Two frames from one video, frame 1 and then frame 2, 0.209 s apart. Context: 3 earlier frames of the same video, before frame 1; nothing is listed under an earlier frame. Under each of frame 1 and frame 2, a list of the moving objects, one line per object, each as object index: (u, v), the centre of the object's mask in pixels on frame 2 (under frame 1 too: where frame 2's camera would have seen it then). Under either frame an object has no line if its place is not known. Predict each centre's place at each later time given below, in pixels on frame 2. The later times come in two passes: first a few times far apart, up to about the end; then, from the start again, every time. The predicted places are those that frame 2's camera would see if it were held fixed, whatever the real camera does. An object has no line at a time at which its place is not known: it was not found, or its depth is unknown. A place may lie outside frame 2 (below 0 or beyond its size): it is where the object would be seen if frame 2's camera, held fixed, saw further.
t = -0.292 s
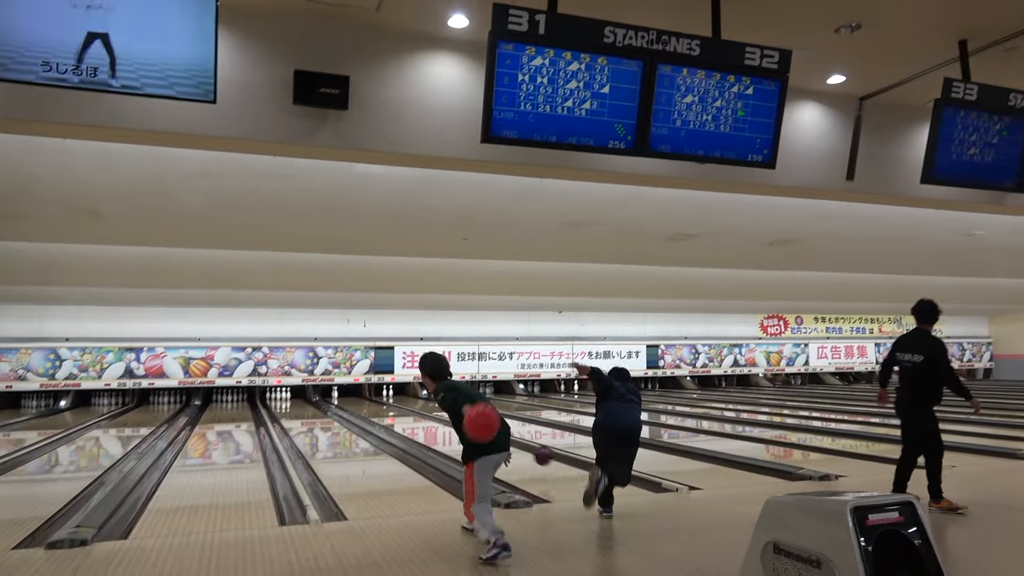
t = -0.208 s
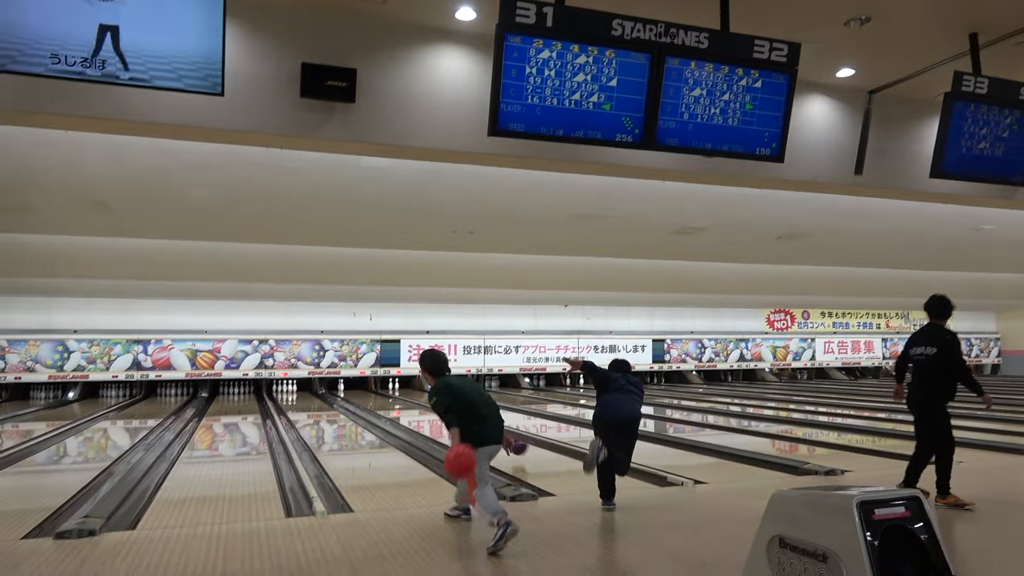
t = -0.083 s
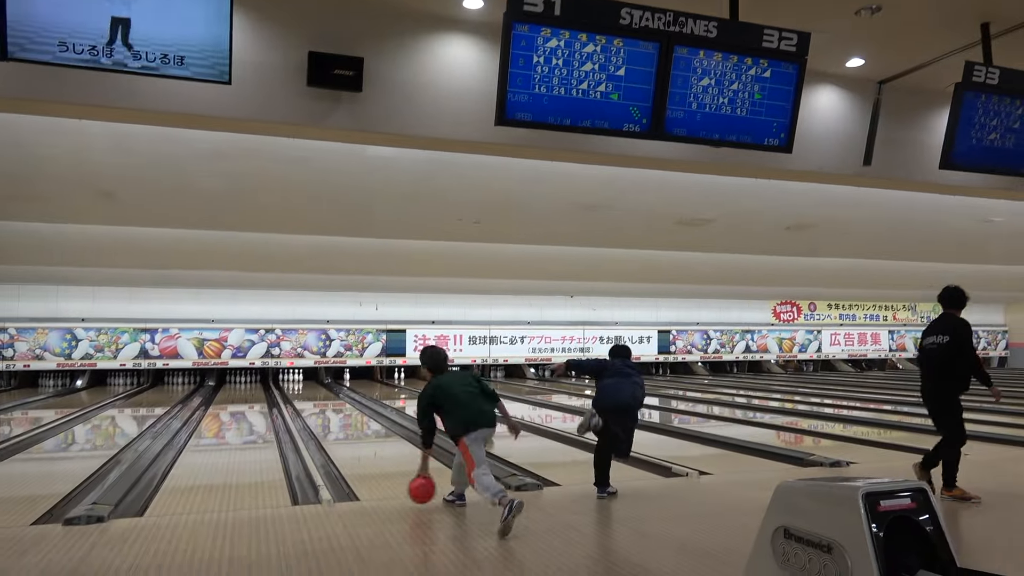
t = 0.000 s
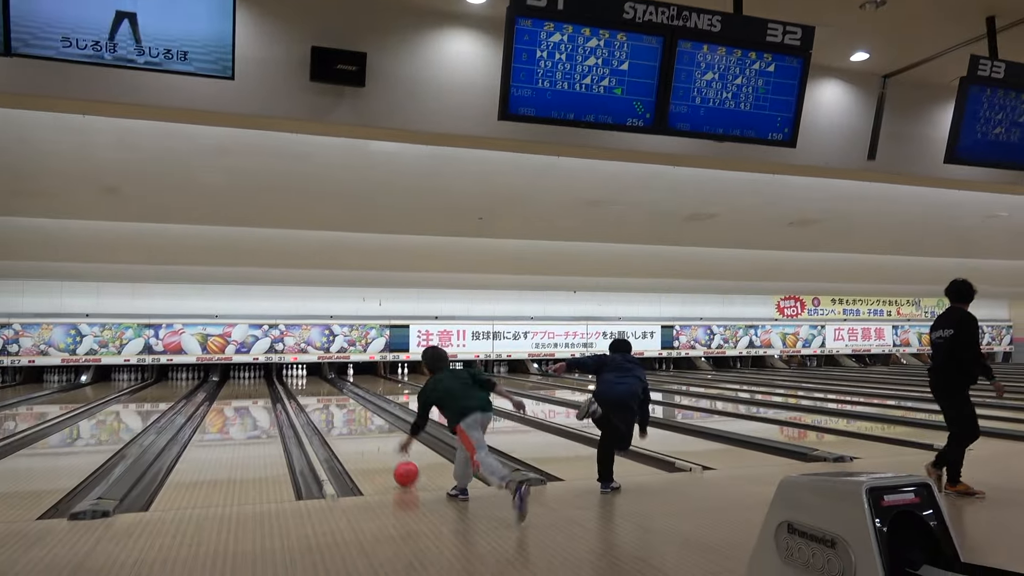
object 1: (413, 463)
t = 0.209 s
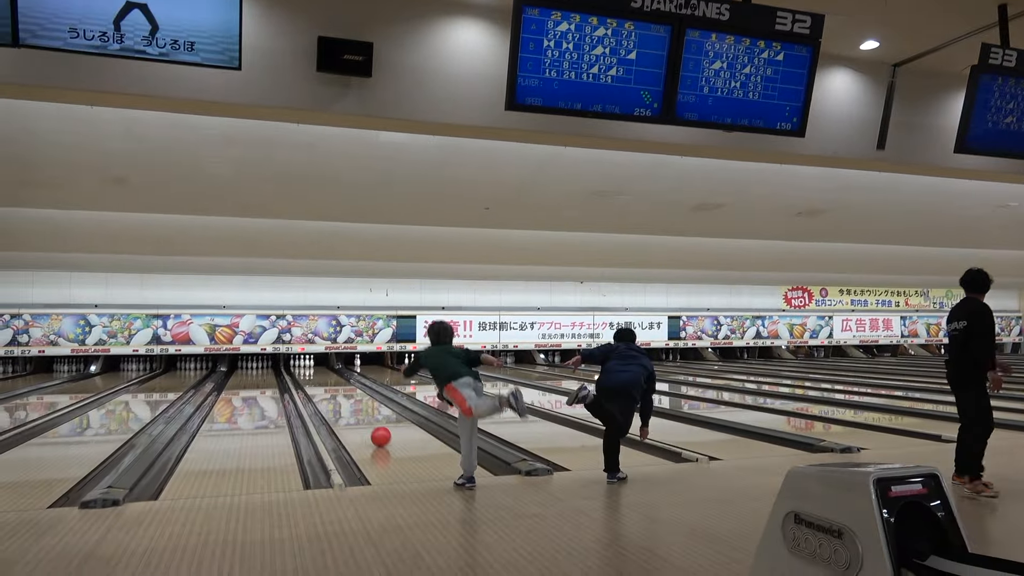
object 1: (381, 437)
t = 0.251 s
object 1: (374, 431)
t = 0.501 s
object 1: (352, 411)
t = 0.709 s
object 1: (339, 400)
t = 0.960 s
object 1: (328, 390)
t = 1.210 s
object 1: (321, 382)
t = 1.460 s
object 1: (315, 377)
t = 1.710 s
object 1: (310, 373)
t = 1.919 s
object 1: (307, 370)
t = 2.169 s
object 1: (304, 367)
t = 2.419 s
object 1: (293, 365)
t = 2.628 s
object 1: (291, 369)
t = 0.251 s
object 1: (374, 431)
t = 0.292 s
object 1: (371, 428)
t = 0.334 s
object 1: (366, 423)
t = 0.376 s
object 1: (363, 421)
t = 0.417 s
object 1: (358, 417)
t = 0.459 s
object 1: (355, 414)
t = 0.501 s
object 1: (352, 411)
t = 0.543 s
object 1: (349, 409)
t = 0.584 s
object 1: (346, 406)
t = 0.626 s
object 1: (344, 404)
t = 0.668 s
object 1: (341, 401)
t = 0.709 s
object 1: (339, 400)
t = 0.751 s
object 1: (337, 398)
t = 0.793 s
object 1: (335, 396)
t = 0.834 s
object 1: (333, 394)
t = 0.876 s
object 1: (332, 393)
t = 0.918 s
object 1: (329, 391)
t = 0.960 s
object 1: (328, 390)
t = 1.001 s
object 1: (326, 388)
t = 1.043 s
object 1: (325, 387)
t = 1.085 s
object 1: (325, 385)
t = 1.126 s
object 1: (323, 384)
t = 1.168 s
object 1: (322, 384)
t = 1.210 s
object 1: (321, 382)
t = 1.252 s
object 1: (319, 381)
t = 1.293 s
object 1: (319, 381)
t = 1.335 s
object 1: (318, 380)
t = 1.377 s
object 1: (317, 379)
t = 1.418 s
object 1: (316, 378)
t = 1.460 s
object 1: (315, 377)
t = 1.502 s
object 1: (314, 376)
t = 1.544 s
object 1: (313, 376)
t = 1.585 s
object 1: (312, 375)
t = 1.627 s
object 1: (312, 374)
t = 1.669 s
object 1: (311, 373)
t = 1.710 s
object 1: (310, 373)
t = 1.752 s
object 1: (310, 372)
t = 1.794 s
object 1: (309, 371)
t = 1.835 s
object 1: (308, 370)
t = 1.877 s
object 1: (307, 370)
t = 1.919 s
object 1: (307, 370)
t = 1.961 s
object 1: (307, 369)
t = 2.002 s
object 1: (306, 368)
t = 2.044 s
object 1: (305, 368)
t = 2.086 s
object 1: (305, 368)
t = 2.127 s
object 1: (305, 368)
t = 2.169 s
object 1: (304, 367)
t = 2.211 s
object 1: (304, 366)
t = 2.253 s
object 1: (302, 366)
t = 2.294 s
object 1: (300, 366)
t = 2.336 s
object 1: (297, 365)
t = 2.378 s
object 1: (296, 365)
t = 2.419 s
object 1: (293, 365)
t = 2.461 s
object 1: (292, 366)
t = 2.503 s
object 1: (291, 367)
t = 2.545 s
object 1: (291, 368)
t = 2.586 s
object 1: (291, 368)
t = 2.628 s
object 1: (291, 369)
